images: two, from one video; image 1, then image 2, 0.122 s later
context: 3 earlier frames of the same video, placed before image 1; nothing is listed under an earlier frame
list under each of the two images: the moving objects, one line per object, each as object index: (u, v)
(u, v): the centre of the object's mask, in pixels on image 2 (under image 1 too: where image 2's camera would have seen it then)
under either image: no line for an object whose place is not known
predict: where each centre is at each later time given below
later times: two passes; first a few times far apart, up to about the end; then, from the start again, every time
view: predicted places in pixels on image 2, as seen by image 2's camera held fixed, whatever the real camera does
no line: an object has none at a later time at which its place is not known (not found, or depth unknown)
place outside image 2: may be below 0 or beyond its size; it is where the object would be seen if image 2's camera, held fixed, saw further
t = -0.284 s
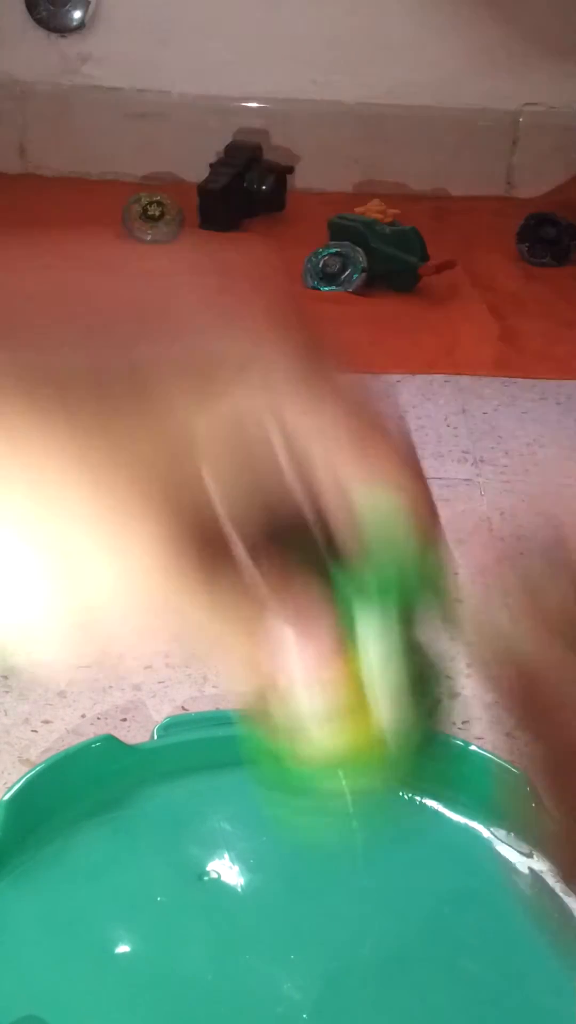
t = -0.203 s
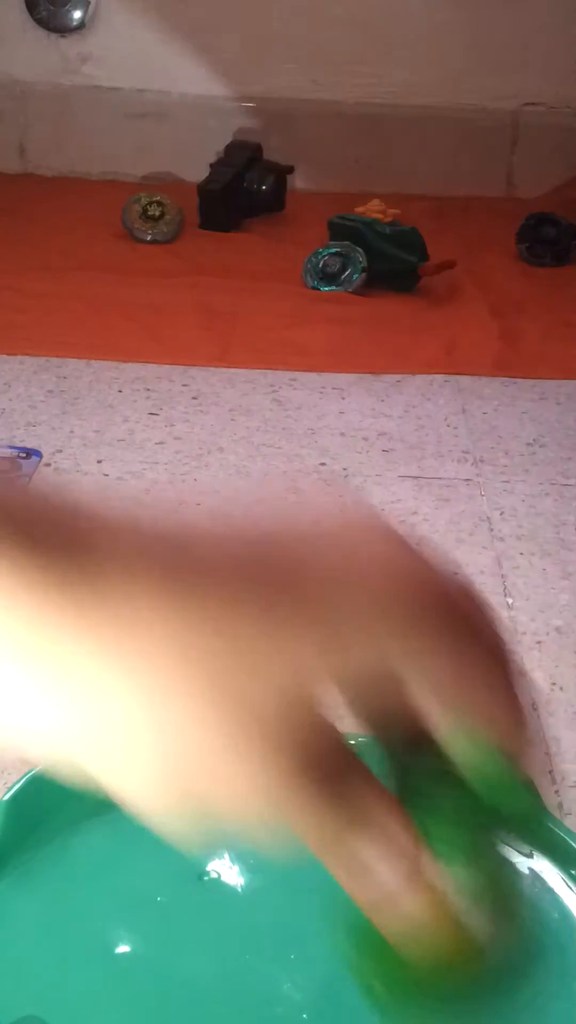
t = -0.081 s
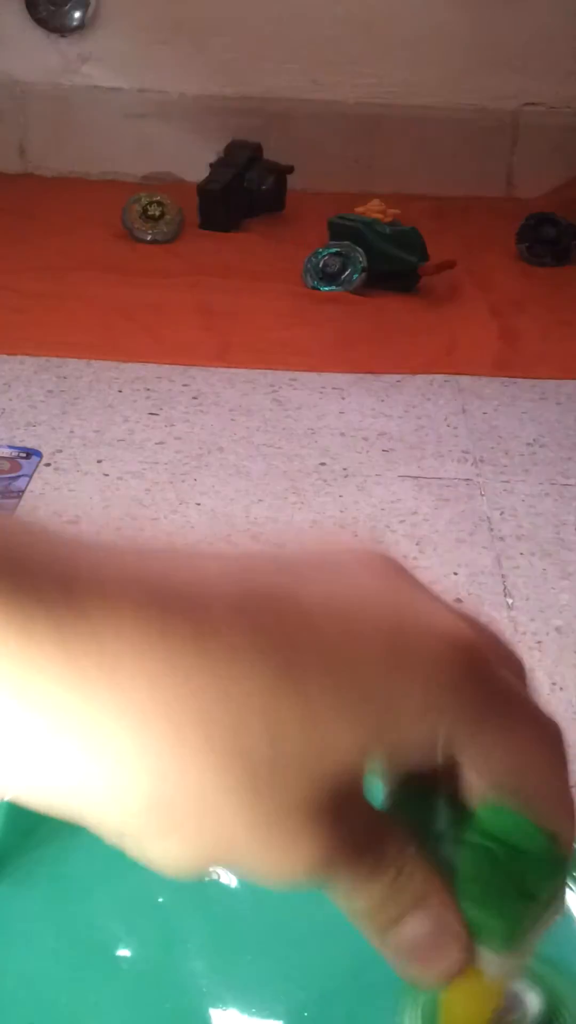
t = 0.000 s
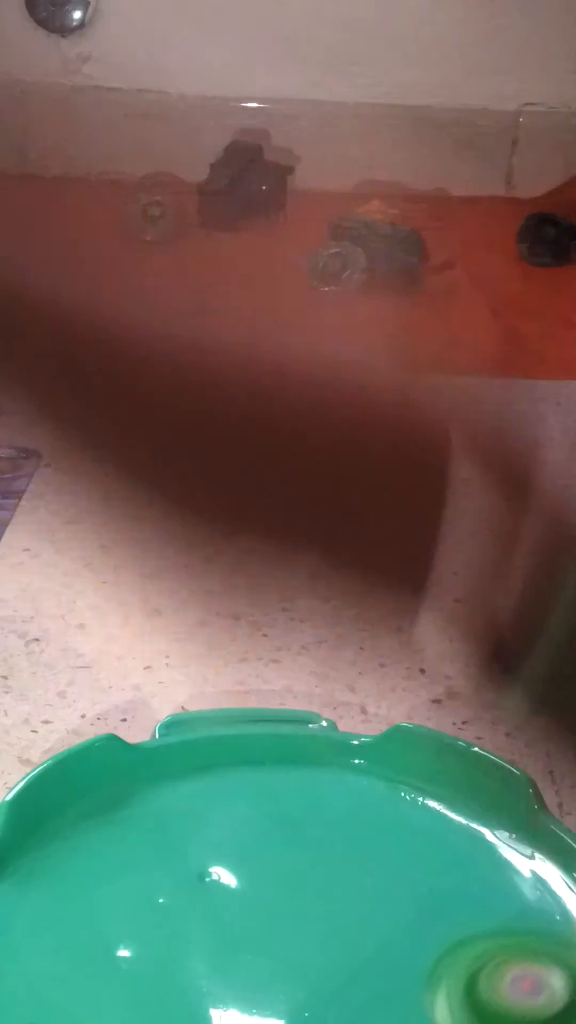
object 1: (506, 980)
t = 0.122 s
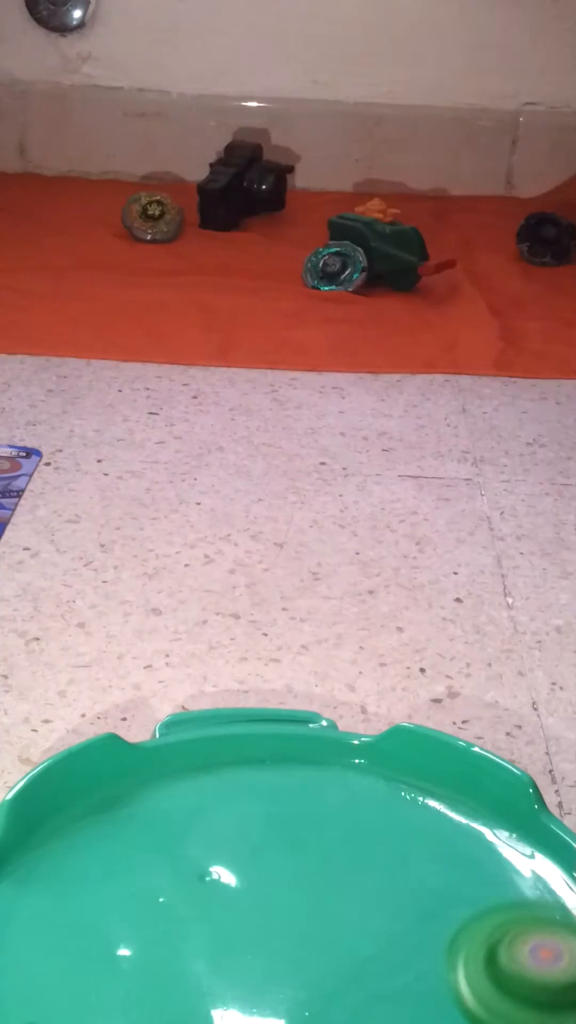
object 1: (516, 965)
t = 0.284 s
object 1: (515, 949)
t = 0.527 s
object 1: (495, 923)
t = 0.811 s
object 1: (467, 928)
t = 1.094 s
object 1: (437, 944)
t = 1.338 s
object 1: (404, 951)
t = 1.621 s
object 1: (360, 952)
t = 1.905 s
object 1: (317, 946)
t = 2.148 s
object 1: (283, 932)
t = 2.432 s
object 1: (260, 905)
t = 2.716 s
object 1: (255, 879)
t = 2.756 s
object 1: (256, 876)
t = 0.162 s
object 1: (517, 961)
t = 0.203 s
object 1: (517, 958)
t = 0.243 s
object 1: (517, 953)
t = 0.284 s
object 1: (515, 949)
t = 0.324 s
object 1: (515, 945)
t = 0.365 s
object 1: (512, 938)
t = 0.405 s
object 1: (508, 933)
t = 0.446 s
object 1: (504, 928)
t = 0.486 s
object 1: (500, 925)
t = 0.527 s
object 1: (495, 923)
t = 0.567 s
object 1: (490, 921)
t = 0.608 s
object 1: (483, 919)
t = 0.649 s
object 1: (478, 919)
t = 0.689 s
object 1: (475, 920)
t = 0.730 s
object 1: (472, 922)
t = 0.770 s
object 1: (470, 925)
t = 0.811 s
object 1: (467, 928)
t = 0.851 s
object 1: (463, 930)
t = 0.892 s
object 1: (460, 933)
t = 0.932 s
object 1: (455, 935)
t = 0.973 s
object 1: (450, 937)
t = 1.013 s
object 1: (446, 940)
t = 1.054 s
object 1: (441, 942)
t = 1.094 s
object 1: (437, 944)
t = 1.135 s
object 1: (432, 945)
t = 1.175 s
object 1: (427, 947)
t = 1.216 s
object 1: (422, 948)
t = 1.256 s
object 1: (416, 949)
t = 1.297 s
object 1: (410, 950)
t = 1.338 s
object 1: (404, 951)
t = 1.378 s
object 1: (398, 952)
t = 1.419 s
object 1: (391, 953)
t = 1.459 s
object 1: (385, 953)
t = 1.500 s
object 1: (379, 953)
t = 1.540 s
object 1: (373, 953)
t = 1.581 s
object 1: (367, 952)
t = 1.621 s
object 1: (360, 952)
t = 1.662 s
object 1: (354, 952)
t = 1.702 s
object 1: (348, 951)
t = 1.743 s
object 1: (342, 951)
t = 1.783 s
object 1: (336, 950)
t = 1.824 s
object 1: (330, 949)
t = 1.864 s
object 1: (324, 948)
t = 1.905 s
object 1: (317, 946)
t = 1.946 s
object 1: (310, 945)
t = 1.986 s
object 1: (304, 943)
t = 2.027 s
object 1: (297, 941)
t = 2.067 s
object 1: (292, 938)
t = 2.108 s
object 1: (287, 935)
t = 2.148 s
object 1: (283, 932)
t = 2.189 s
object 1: (278, 928)
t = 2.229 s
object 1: (274, 925)
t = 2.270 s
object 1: (269, 920)
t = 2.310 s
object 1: (267, 916)
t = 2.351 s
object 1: (264, 913)
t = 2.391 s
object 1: (261, 909)
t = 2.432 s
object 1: (260, 905)
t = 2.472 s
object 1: (259, 902)
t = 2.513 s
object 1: (257, 899)
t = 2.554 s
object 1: (255, 895)
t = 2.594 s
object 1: (254, 891)
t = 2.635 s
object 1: (253, 887)
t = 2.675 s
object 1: (254, 883)
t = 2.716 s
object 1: (255, 879)
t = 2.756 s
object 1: (256, 876)
